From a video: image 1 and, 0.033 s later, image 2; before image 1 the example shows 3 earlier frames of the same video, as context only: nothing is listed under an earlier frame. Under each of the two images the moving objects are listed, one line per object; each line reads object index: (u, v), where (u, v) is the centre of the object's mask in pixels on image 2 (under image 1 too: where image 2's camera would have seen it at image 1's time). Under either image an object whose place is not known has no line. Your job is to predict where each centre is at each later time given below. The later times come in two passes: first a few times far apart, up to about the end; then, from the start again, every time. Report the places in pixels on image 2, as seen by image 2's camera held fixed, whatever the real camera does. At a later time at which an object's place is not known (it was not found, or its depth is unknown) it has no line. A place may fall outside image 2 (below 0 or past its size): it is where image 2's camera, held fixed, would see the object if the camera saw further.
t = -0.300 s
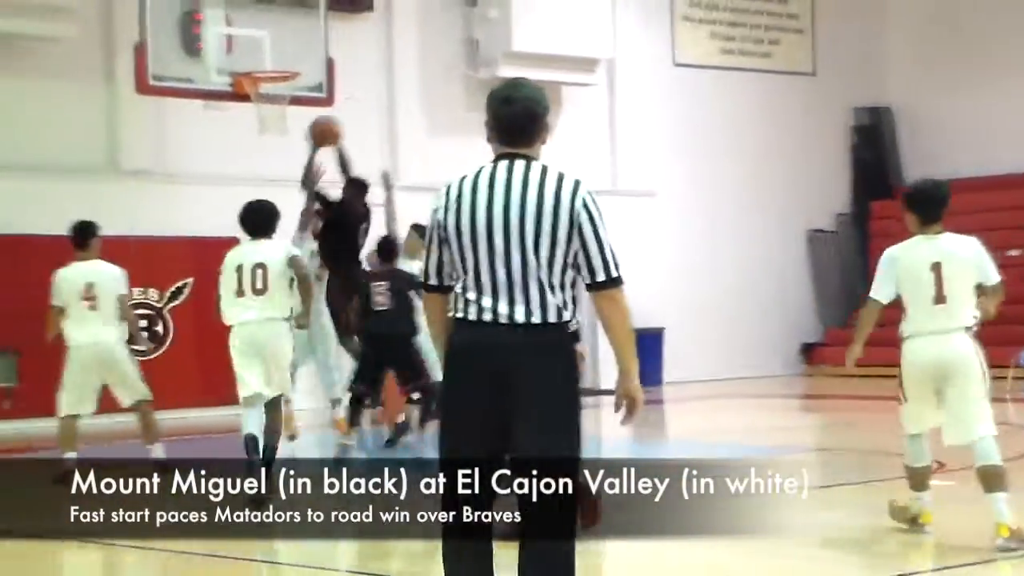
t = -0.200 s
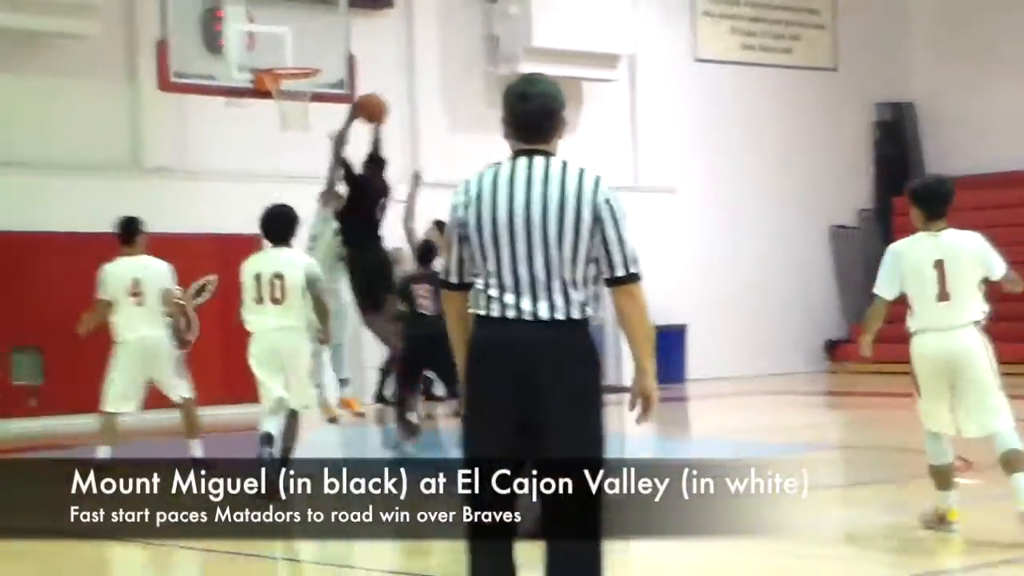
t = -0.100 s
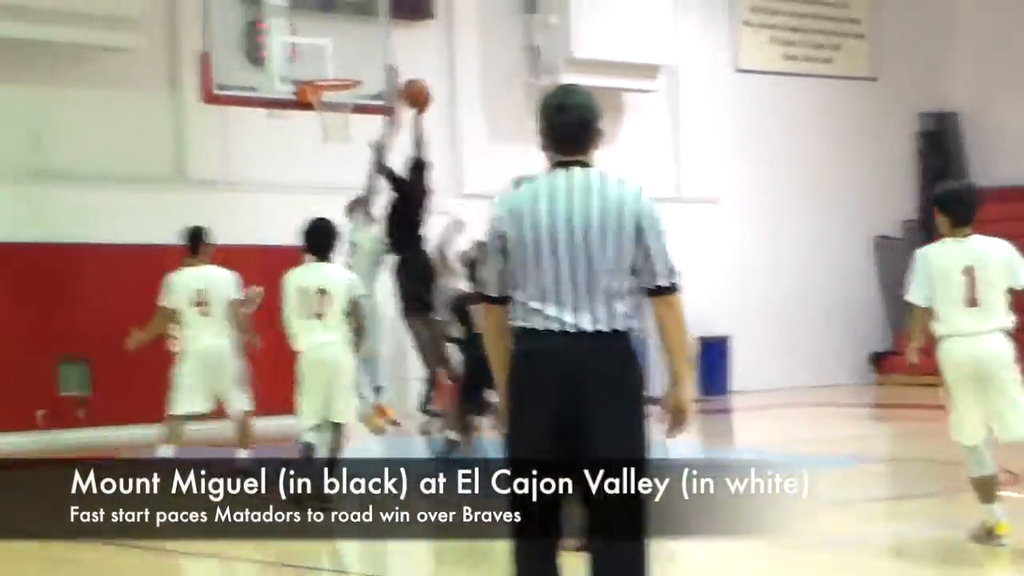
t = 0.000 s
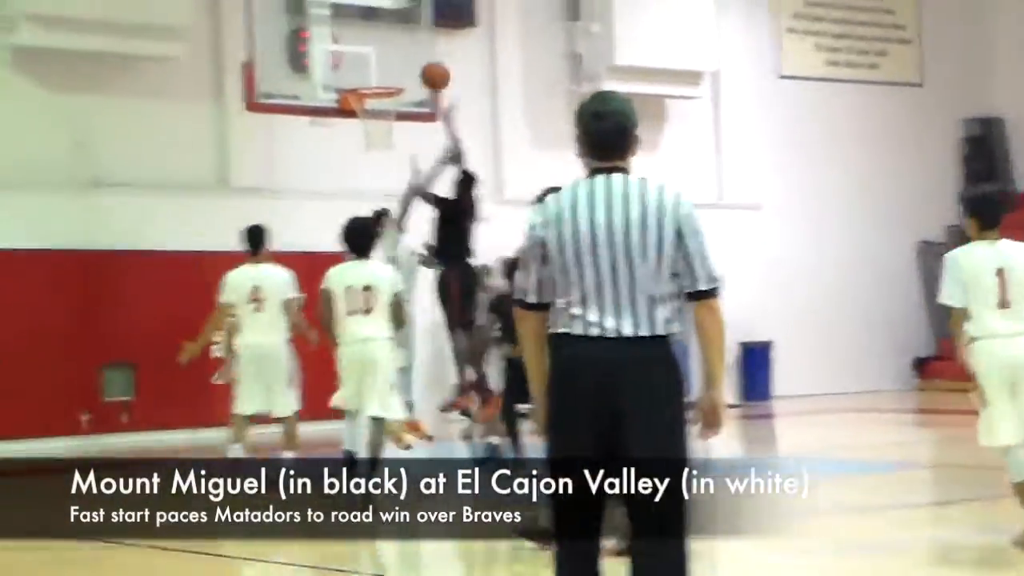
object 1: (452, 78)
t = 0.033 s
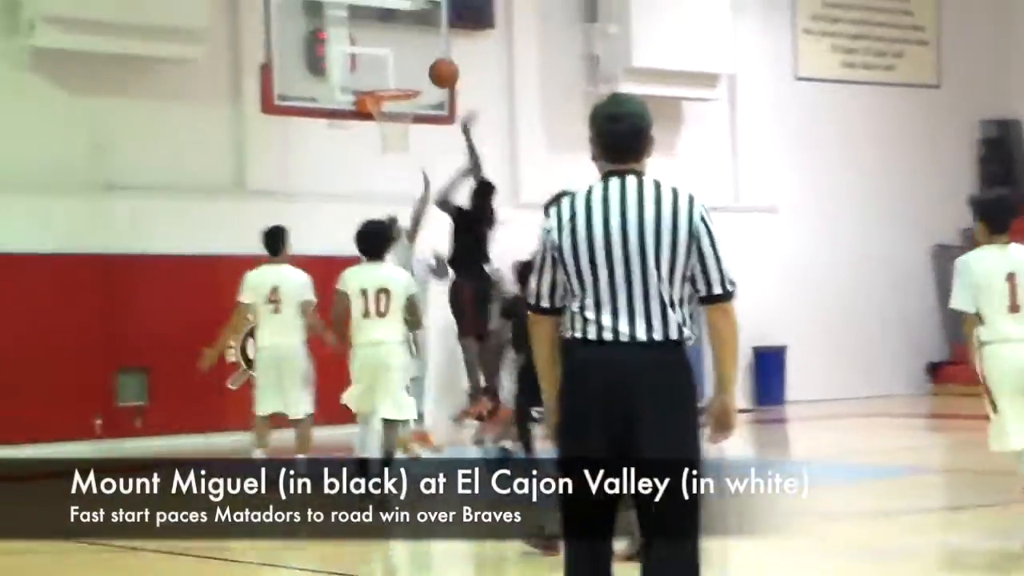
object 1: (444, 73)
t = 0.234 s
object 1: (399, 69)
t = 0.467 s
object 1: (377, 53)
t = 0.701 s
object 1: (379, 53)
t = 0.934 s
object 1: (382, 116)
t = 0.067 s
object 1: (437, 69)
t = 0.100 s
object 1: (428, 66)
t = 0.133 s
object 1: (421, 65)
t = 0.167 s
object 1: (414, 65)
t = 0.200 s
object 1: (406, 66)
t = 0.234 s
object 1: (399, 69)
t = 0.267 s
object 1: (392, 73)
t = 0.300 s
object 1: (385, 77)
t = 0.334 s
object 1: (381, 77)
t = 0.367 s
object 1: (380, 70)
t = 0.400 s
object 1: (379, 63)
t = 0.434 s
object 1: (378, 57)
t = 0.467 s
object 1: (377, 53)
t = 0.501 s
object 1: (377, 48)
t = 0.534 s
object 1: (377, 47)
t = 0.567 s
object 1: (377, 46)
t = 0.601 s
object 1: (378, 46)
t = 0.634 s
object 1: (379, 47)
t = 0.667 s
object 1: (379, 50)
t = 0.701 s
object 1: (379, 53)
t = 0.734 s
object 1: (380, 59)
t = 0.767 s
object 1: (380, 66)
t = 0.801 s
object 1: (381, 73)
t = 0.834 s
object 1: (381, 84)
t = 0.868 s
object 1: (382, 93)
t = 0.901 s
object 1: (385, 105)
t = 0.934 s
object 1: (382, 116)
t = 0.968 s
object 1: (385, 129)
